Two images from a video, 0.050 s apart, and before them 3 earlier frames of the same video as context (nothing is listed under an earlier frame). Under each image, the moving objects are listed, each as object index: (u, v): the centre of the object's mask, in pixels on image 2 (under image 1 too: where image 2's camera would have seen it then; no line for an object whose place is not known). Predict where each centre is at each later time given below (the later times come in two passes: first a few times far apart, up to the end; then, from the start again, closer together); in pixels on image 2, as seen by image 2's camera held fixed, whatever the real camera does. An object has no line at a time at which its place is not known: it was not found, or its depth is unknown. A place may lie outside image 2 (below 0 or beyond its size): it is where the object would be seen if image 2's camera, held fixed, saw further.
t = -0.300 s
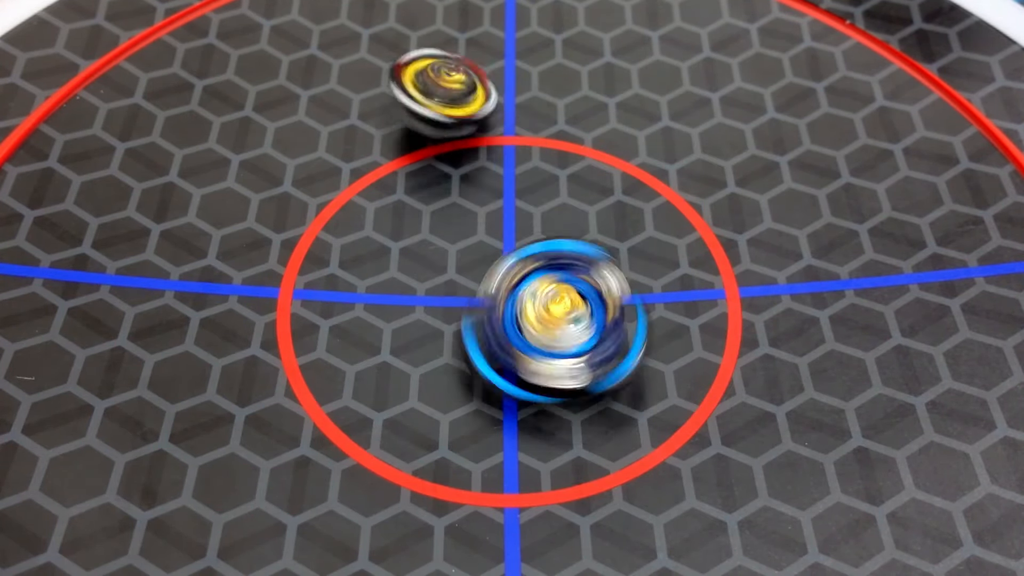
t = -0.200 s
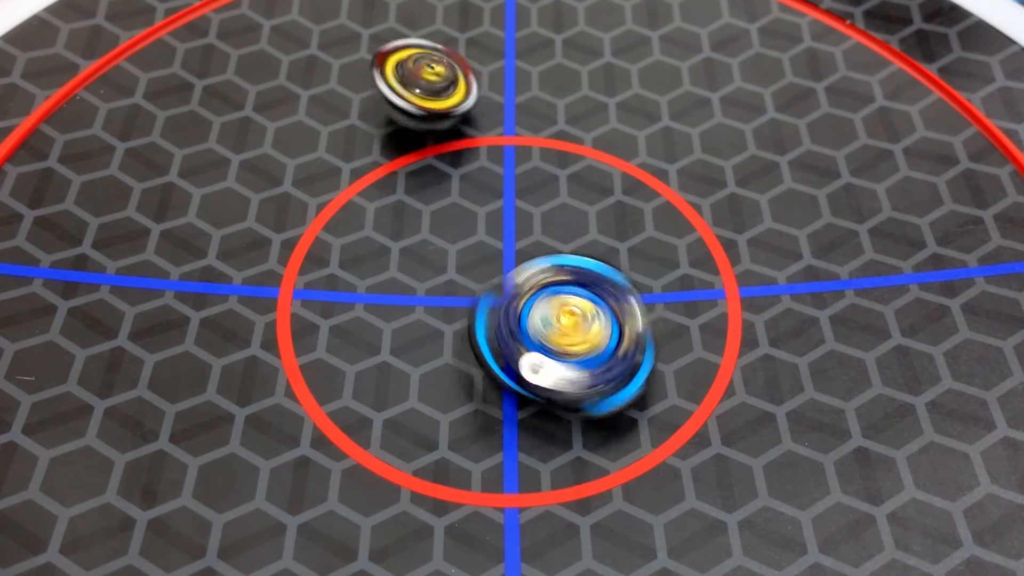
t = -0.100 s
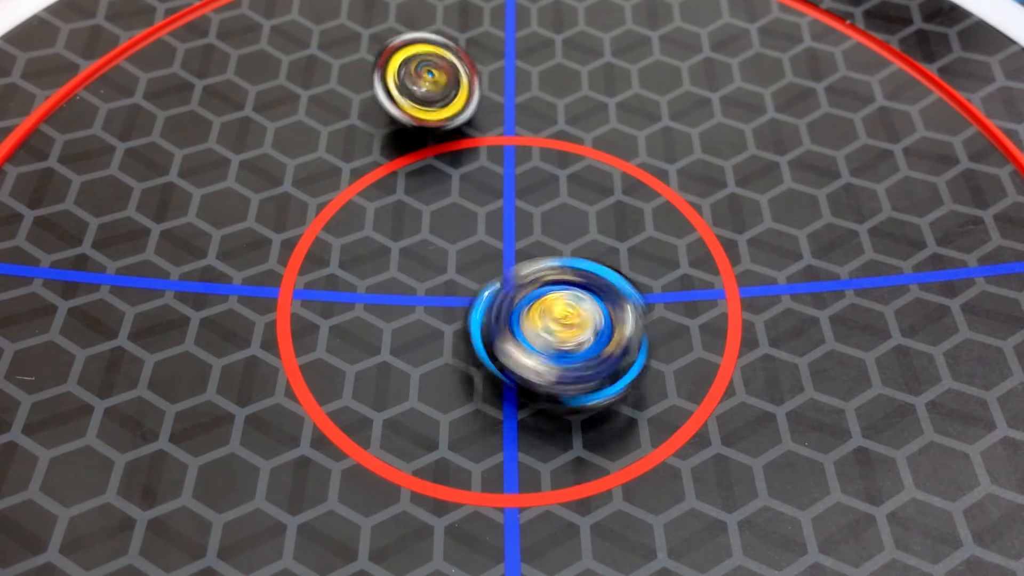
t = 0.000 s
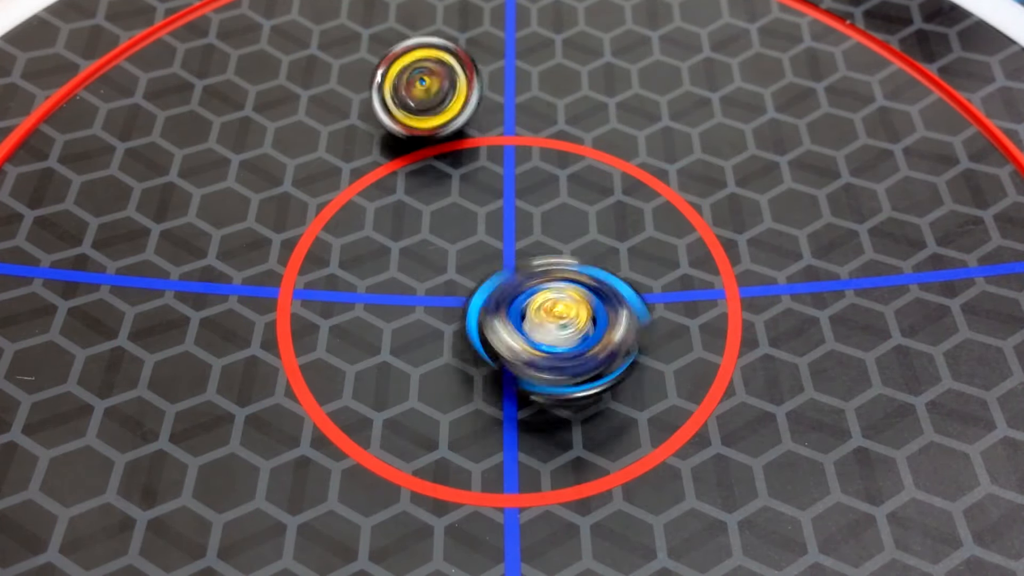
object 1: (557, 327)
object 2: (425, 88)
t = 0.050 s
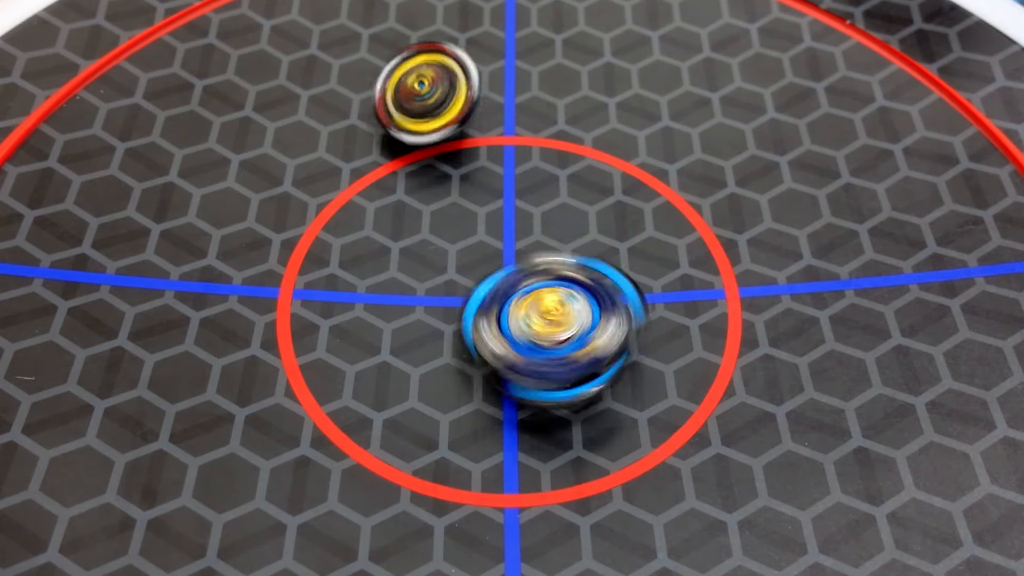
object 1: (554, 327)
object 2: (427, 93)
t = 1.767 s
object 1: (515, 260)
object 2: (378, 325)
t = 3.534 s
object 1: (600, 263)
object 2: (421, 355)
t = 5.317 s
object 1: (574, 259)
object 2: (432, 337)
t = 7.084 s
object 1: (529, 252)
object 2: (426, 344)
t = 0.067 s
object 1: (551, 326)
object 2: (427, 94)
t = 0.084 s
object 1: (550, 326)
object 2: (430, 96)
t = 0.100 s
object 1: (550, 325)
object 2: (434, 98)
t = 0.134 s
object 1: (549, 324)
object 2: (439, 106)
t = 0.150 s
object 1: (547, 322)
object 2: (441, 110)
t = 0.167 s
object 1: (543, 324)
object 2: (442, 114)
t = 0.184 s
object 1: (543, 325)
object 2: (444, 118)
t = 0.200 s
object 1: (542, 324)
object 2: (446, 124)
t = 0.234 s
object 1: (538, 322)
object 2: (446, 133)
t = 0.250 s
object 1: (537, 320)
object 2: (447, 138)
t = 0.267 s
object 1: (537, 320)
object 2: (446, 145)
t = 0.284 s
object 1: (535, 319)
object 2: (445, 151)
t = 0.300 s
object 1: (534, 318)
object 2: (444, 157)
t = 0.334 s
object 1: (529, 319)
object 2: (441, 167)
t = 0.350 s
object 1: (529, 319)
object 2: (438, 173)
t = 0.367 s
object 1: (528, 317)
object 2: (434, 179)
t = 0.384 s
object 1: (526, 315)
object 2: (431, 184)
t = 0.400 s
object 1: (524, 313)
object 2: (427, 191)
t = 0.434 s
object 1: (522, 312)
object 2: (419, 201)
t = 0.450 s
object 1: (521, 312)
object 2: (416, 206)
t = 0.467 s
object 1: (521, 312)
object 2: (411, 212)
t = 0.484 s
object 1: (520, 313)
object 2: (406, 216)
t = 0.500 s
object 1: (519, 314)
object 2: (402, 222)
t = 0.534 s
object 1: (518, 314)
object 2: (392, 230)
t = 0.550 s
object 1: (516, 313)
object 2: (387, 235)
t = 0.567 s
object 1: (514, 312)
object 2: (382, 240)
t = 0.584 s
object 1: (514, 312)
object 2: (377, 243)
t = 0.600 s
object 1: (513, 313)
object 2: (375, 247)
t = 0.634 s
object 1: (512, 311)
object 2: (365, 252)
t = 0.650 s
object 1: (511, 312)
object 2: (360, 255)
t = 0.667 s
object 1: (511, 312)
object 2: (358, 258)
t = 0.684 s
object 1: (511, 313)
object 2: (353, 259)
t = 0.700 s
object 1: (512, 313)
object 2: (352, 262)
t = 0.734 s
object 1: (510, 314)
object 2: (348, 264)
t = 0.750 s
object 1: (510, 314)
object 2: (346, 264)
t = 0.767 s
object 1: (509, 314)
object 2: (345, 264)
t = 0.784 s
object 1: (508, 314)
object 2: (344, 265)
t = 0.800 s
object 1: (507, 313)
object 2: (344, 265)
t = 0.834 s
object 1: (506, 313)
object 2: (344, 265)
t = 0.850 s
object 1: (506, 314)
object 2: (345, 265)
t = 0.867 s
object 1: (507, 314)
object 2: (345, 263)
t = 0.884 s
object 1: (506, 313)
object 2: (345, 265)
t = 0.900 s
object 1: (506, 314)
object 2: (345, 264)
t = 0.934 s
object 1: (509, 314)
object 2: (347, 263)
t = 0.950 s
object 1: (510, 313)
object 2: (349, 263)
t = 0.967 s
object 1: (511, 311)
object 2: (351, 265)
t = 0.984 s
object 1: (511, 310)
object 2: (352, 265)
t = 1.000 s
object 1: (513, 308)
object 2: (349, 265)
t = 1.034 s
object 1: (522, 306)
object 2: (344, 267)
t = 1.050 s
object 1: (525, 304)
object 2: (343, 267)
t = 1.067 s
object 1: (525, 302)
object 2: (340, 270)
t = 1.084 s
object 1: (529, 301)
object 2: (338, 270)
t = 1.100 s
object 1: (530, 299)
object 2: (339, 271)
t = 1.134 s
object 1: (530, 296)
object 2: (343, 273)
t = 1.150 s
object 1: (533, 295)
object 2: (346, 275)
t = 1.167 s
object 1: (533, 294)
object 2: (348, 276)
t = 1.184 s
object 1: (533, 293)
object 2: (349, 277)
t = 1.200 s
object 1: (532, 293)
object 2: (352, 278)
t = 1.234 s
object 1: (535, 291)
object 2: (359, 280)
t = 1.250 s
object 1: (534, 290)
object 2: (362, 282)
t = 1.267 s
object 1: (534, 290)
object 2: (364, 284)
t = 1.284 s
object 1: (535, 289)
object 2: (365, 285)
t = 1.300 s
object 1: (534, 289)
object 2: (368, 286)
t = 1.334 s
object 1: (533, 289)
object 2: (374, 288)
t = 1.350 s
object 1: (532, 288)
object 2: (377, 291)
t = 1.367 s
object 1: (530, 287)
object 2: (378, 293)
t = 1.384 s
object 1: (530, 285)
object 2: (380, 295)
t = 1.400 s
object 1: (531, 283)
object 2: (381, 296)
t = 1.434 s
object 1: (532, 279)
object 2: (386, 299)
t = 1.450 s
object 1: (532, 278)
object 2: (389, 301)
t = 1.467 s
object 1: (531, 277)
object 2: (390, 302)
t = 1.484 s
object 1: (529, 276)
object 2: (391, 304)
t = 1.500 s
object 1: (529, 275)
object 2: (391, 307)
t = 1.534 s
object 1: (531, 272)
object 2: (387, 314)
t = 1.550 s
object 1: (530, 270)
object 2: (386, 316)
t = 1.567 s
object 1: (529, 268)
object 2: (385, 318)
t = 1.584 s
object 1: (529, 267)
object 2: (384, 320)
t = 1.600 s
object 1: (529, 267)
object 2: (383, 320)
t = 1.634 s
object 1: (527, 264)
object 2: (382, 322)
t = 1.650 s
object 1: (525, 263)
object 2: (383, 323)
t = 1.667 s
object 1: (523, 262)
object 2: (381, 324)
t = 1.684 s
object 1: (521, 260)
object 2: (381, 325)
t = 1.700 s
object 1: (520, 259)
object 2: (379, 326)
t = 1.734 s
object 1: (518, 259)
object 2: (378, 326)
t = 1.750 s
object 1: (517, 260)
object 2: (379, 326)
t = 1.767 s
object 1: (515, 260)
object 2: (378, 325)
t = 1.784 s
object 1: (515, 263)
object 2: (378, 324)
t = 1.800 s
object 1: (515, 263)
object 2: (376, 324)
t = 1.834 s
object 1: (512, 263)
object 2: (376, 321)
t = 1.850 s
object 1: (509, 262)
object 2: (372, 320)
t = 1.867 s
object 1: (511, 261)
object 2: (363, 325)
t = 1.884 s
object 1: (513, 260)
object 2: (354, 327)
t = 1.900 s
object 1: (514, 259)
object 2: (351, 330)
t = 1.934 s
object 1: (515, 258)
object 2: (343, 329)
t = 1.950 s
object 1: (517, 257)
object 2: (341, 330)
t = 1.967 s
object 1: (516, 256)
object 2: (340, 330)
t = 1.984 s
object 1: (515, 255)
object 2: (341, 329)
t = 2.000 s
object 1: (515, 256)
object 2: (342, 328)
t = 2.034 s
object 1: (517, 258)
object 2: (346, 327)
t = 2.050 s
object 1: (517, 258)
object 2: (345, 324)
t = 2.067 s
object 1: (517, 258)
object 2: (344, 323)
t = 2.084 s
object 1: (518, 260)
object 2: (341, 322)
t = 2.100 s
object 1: (521, 260)
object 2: (340, 318)
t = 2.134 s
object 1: (522, 261)
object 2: (343, 315)
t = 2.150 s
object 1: (523, 263)
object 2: (346, 314)
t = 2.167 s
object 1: (525, 263)
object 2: (349, 315)
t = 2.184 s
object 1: (524, 263)
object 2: (353, 315)
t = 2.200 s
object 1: (522, 264)
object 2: (357, 316)
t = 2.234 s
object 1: (522, 266)
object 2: (365, 313)
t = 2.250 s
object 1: (523, 267)
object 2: (370, 312)
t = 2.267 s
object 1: (523, 267)
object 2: (376, 311)
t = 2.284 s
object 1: (524, 267)
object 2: (382, 312)
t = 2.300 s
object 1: (525, 267)
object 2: (388, 312)
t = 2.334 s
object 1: (533, 266)
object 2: (387, 318)
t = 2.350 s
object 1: (535, 264)
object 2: (385, 321)
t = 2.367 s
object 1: (538, 263)
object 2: (385, 324)
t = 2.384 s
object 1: (543, 261)
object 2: (384, 329)
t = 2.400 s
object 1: (548, 260)
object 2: (384, 331)
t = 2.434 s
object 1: (555, 259)
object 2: (387, 338)
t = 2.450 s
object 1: (557, 260)
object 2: (390, 338)
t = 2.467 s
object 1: (558, 261)
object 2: (391, 340)
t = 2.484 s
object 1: (562, 262)
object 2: (392, 342)
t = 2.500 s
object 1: (565, 261)
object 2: (394, 343)
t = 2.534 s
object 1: (569, 258)
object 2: (395, 345)
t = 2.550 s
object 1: (569, 259)
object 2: (397, 345)
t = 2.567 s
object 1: (570, 259)
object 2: (397, 346)
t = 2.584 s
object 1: (572, 257)
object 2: (398, 346)
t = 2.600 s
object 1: (574, 257)
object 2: (400, 346)
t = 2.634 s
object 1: (576, 257)
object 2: (402, 345)
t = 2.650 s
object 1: (577, 259)
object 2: (403, 347)
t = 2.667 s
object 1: (578, 258)
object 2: (403, 347)
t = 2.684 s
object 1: (578, 256)
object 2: (404, 346)
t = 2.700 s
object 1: (576, 255)
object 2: (405, 347)
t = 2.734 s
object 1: (575, 255)
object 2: (406, 346)
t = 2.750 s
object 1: (575, 255)
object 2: (407, 347)
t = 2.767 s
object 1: (578, 254)
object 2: (409, 346)
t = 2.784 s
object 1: (579, 252)
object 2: (412, 346)
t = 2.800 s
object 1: (580, 251)
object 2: (414, 347)
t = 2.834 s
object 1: (581, 251)
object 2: (420, 348)
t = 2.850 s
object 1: (581, 252)
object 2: (420, 349)
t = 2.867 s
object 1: (581, 251)
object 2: (423, 351)
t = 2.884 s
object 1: (582, 252)
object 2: (423, 353)
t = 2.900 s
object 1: (583, 253)
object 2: (424, 352)
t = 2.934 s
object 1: (583, 255)
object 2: (430, 350)
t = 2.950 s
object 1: (582, 254)
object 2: (434, 349)
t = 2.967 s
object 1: (582, 254)
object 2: (438, 348)
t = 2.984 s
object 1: (582, 254)
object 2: (441, 350)
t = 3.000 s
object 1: (581, 256)
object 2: (443, 350)
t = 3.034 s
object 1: (584, 257)
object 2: (447, 351)
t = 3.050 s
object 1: (584, 257)
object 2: (449, 351)
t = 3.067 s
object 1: (583, 257)
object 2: (450, 351)
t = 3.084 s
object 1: (582, 259)
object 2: (450, 353)
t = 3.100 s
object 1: (580, 261)
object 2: (452, 352)
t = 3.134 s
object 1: (578, 263)
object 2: (453, 354)
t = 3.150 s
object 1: (576, 264)
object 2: (456, 354)
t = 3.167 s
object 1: (577, 265)
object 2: (457, 356)
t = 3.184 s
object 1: (575, 267)
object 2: (459, 356)
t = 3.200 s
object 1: (576, 269)
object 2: (460, 357)
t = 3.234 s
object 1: (576, 268)
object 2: (457, 360)
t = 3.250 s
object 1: (576, 267)
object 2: (455, 362)
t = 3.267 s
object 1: (576, 269)
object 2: (451, 363)
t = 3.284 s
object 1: (575, 270)
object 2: (449, 361)
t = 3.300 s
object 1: (578, 271)
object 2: (447, 362)
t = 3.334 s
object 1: (577, 273)
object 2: (449, 357)
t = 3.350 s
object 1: (576, 274)
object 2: (451, 356)
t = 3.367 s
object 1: (575, 276)
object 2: (452, 354)
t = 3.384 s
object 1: (578, 277)
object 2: (451, 356)
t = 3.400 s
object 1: (582, 275)
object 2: (449, 359)
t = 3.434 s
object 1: (586, 271)
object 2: (437, 361)
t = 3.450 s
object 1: (588, 270)
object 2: (431, 360)
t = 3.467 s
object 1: (590, 268)
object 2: (428, 359)
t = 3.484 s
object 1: (594, 266)
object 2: (424, 359)
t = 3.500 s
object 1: (596, 264)
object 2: (422, 358)
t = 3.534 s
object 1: (600, 263)
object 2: (421, 355)
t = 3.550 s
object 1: (601, 263)
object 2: (423, 353)
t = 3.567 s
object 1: (600, 265)
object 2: (426, 350)
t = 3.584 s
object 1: (601, 266)
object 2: (430, 349)
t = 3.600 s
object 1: (606, 267)
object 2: (433, 345)
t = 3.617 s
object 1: (611, 267)
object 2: (438, 342)
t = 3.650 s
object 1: (614, 267)
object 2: (440, 335)
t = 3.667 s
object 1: (615, 267)
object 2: (440, 332)
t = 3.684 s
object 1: (617, 268)
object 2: (443, 330)
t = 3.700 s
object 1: (619, 268)
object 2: (445, 328)
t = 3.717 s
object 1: (620, 268)
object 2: (447, 326)
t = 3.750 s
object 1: (620, 266)
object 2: (456, 322)
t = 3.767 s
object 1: (619, 266)
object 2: (459, 321)
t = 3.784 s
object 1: (619, 267)
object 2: (463, 319)
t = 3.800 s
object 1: (618, 267)
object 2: (468, 318)
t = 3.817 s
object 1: (618, 267)
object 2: (470, 319)
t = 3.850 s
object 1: (618, 264)
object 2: (463, 317)
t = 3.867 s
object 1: (619, 262)
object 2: (463, 316)
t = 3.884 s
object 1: (618, 263)
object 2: (465, 315)
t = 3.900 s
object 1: (616, 264)
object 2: (467, 313)
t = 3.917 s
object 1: (616, 265)
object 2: (469, 313)
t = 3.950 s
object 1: (616, 266)
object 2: (477, 313)
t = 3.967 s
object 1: (616, 267)
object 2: (481, 313)
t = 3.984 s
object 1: (616, 267)
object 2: (481, 314)
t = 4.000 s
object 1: (615, 265)
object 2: (482, 314)
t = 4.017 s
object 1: (616, 264)
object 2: (480, 315)
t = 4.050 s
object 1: (619, 262)
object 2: (466, 320)
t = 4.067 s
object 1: (620, 261)
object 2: (459, 322)
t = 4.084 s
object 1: (619, 260)
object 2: (452, 322)
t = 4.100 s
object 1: (618, 259)
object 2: (445, 321)
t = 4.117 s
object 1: (618, 259)
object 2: (442, 322)
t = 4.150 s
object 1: (613, 258)
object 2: (439, 320)
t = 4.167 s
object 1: (612, 258)
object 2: (438, 319)
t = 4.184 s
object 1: (610, 258)
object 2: (440, 317)
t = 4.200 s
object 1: (609, 257)
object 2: (442, 316)
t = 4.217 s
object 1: (607, 257)
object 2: (442, 316)
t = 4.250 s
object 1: (605, 256)
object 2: (445, 313)
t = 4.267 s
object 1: (604, 257)
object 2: (450, 313)
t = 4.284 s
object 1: (602, 260)
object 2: (452, 314)
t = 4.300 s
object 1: (601, 262)
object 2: (454, 314)
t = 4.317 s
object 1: (600, 265)
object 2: (454, 315)
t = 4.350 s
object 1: (597, 269)
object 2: (450, 316)
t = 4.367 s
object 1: (595, 269)
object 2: (449, 315)
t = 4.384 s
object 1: (592, 270)
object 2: (449, 315)
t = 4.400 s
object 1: (590, 271)
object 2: (448, 316)
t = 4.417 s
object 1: (587, 271)
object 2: (447, 316)
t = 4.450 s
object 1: (583, 270)
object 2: (444, 318)
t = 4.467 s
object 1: (580, 269)
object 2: (438, 321)
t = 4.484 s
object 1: (579, 267)
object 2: (433, 322)
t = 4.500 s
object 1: (576, 264)
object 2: (431, 324)
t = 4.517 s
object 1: (575, 262)
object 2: (430, 326)
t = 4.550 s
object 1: (572, 259)
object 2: (430, 329)
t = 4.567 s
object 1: (570, 258)
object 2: (431, 329)
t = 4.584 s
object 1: (569, 257)
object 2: (432, 330)
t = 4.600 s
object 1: (568, 255)
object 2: (433, 331)
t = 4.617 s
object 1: (568, 254)
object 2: (434, 331)
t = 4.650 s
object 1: (568, 252)
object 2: (440, 331)
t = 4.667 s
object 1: (568, 251)
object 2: (442, 330)
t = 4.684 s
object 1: (569, 251)
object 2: (444, 330)
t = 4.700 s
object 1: (569, 251)
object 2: (447, 329)
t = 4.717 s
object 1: (569, 252)
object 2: (450, 329)
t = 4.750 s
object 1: (571, 253)
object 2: (453, 330)
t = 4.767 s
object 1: (572, 252)
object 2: (453, 331)
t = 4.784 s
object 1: (574, 252)
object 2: (453, 333)
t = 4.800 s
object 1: (577, 252)
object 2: (452, 334)
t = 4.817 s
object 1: (578, 251)
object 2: (450, 336)
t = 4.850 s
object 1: (579, 251)
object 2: (447, 338)
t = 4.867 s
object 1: (579, 251)
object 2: (445, 338)
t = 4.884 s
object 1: (579, 251)
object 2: (443, 338)
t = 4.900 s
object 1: (579, 252)
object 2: (442, 339)
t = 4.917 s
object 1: (580, 253)
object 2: (440, 339)
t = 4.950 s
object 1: (582, 254)
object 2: (438, 339)
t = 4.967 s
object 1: (583, 254)
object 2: (437, 339)
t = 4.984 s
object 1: (582, 253)
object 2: (436, 339)
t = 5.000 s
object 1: (582, 252)
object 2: (435, 338)
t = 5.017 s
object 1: (581, 253)
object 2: (434, 338)
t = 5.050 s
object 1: (581, 254)
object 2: (433, 338)
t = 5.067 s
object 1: (580, 254)
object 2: (433, 337)
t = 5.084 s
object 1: (581, 255)
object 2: (432, 337)
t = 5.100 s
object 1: (581, 255)
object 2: (432, 336)
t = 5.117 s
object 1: (582, 255)
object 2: (432, 336)
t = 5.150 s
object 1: (582, 254)
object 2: (432, 337)
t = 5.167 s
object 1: (580, 253)
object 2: (432, 336)
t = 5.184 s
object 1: (579, 252)
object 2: (432, 336)
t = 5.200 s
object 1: (578, 251)
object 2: (432, 336)
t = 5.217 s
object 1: (577, 252)
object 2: (432, 336)
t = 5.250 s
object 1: (575, 254)
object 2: (432, 337)
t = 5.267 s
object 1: (574, 256)
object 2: (432, 337)
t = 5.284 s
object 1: (574, 258)
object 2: (432, 337)
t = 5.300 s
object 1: (574, 259)
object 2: (432, 337)
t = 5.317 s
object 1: (574, 259)
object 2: (432, 337)
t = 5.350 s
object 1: (574, 260)
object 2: (432, 337)
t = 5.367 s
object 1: (576, 260)
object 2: (432, 337)
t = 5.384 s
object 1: (576, 260)
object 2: (432, 337)
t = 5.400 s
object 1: (576, 259)
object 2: (432, 337)
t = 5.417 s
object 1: (576, 260)
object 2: (432, 337)
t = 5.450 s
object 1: (577, 261)
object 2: (432, 337)
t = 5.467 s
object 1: (577, 262)
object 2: (432, 337)
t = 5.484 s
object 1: (577, 262)
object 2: (432, 337)
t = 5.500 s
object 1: (577, 262)
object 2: (432, 337)
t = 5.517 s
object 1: (577, 262)
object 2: (432, 337)
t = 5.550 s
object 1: (577, 262)
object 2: (432, 337)
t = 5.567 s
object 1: (576, 261)
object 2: (432, 337)
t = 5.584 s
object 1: (577, 262)
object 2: (432, 337)
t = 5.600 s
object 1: (576, 262)
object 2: (432, 337)
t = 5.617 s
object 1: (574, 261)
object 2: (432, 337)
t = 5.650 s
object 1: (572, 263)
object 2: (432, 337)
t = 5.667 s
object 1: (573, 264)
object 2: (432, 337)
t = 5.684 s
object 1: (572, 264)
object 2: (432, 337)
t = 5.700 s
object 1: (572, 264)
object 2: (432, 337)
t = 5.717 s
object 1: (572, 264)
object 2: (432, 337)
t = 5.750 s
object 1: (571, 263)
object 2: (432, 337)
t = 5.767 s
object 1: (570, 263)
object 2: (432, 337)
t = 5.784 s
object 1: (569, 264)
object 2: (432, 337)
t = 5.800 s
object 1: (568, 264)
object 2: (432, 337)
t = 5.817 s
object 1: (568, 264)
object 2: (432, 337)
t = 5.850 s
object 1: (567, 265)
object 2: (432, 337)
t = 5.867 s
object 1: (567, 265)
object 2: (432, 337)
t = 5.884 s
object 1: (567, 265)
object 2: (432, 337)
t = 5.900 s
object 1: (568, 265)
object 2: (432, 337)
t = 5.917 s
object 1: (569, 265)
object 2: (432, 337)
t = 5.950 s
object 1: (571, 263)
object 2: (432, 337)
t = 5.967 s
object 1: (570, 263)
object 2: (432, 337)
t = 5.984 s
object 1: (570, 263)
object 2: (432, 337)
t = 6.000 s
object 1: (569, 262)
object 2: (432, 337)
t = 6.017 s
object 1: (568, 262)
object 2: (432, 337)
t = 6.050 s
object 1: (566, 263)
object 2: (432, 338)
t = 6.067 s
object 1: (566, 263)
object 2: (432, 337)
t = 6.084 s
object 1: (566, 264)
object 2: (432, 337)
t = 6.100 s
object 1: (565, 265)
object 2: (432, 337)
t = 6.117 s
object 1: (565, 265)
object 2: (432, 337)
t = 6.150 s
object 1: (565, 266)
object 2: (432, 337)
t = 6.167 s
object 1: (565, 266)
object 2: (432, 337)
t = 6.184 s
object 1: (565, 266)
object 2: (432, 337)
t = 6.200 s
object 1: (564, 267)
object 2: (432, 337)
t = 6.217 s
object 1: (563, 268)
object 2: (432, 337)
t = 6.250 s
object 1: (564, 268)
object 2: (432, 338)
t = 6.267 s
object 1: (564, 268)
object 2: (432, 337)
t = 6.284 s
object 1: (567, 268)
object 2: (432, 337)
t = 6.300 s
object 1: (566, 269)
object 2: (432, 338)
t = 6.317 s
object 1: (566, 270)
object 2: (432, 337)
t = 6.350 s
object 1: (567, 270)
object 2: (432, 338)
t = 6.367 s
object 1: (567, 270)
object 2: (431, 338)
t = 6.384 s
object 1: (567, 270)
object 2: (432, 338)
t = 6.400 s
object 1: (567, 270)
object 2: (432, 338)
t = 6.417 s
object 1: (566, 270)
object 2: (432, 338)
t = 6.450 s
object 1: (565, 271)
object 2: (432, 338)
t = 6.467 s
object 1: (564, 270)
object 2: (432, 337)
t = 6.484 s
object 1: (563, 271)
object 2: (432, 338)
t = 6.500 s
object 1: (560, 272)
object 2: (432, 338)
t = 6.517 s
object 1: (559, 273)
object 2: (432, 338)
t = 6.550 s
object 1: (558, 274)
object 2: (432, 338)
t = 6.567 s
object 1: (558, 274)
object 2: (432, 338)
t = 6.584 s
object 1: (558, 275)
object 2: (432, 338)
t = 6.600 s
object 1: (556, 275)
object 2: (432, 338)
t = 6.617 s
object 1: (554, 275)
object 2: (432, 338)
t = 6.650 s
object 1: (551, 274)
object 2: (431, 339)
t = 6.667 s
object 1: (549, 273)
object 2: (430, 340)
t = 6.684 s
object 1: (547, 272)
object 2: (429, 340)
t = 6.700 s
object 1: (546, 272)
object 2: (429, 339)
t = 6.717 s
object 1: (545, 271)
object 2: (429, 339)
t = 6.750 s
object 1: (542, 269)
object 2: (427, 341)
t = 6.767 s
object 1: (540, 269)
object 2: (426, 343)
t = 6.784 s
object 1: (538, 268)
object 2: (425, 344)
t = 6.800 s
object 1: (537, 268)
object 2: (426, 345)
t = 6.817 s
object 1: (536, 267)
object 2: (426, 345)
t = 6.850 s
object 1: (533, 266)
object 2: (426, 344)
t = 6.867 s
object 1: (532, 265)
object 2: (426, 344)
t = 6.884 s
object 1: (532, 264)
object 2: (426, 344)
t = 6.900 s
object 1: (531, 263)
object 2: (426, 344)
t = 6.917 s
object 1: (531, 262)
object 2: (426, 344)
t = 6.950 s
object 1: (531, 259)
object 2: (426, 344)
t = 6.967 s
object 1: (529, 258)
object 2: (426, 344)
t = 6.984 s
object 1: (529, 257)
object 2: (426, 344)
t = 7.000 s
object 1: (529, 256)
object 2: (427, 344)
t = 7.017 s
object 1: (529, 254)
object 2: (427, 344)
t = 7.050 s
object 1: (529, 253)
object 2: (426, 344)
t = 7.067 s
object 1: (530, 253)
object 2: (426, 345)
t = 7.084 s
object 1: (529, 252)
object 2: (426, 344)
